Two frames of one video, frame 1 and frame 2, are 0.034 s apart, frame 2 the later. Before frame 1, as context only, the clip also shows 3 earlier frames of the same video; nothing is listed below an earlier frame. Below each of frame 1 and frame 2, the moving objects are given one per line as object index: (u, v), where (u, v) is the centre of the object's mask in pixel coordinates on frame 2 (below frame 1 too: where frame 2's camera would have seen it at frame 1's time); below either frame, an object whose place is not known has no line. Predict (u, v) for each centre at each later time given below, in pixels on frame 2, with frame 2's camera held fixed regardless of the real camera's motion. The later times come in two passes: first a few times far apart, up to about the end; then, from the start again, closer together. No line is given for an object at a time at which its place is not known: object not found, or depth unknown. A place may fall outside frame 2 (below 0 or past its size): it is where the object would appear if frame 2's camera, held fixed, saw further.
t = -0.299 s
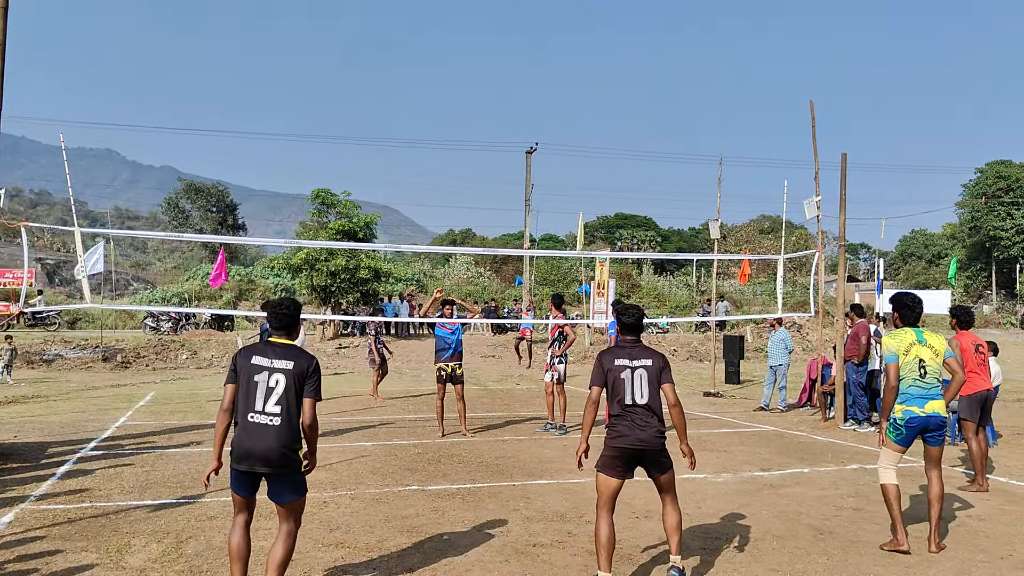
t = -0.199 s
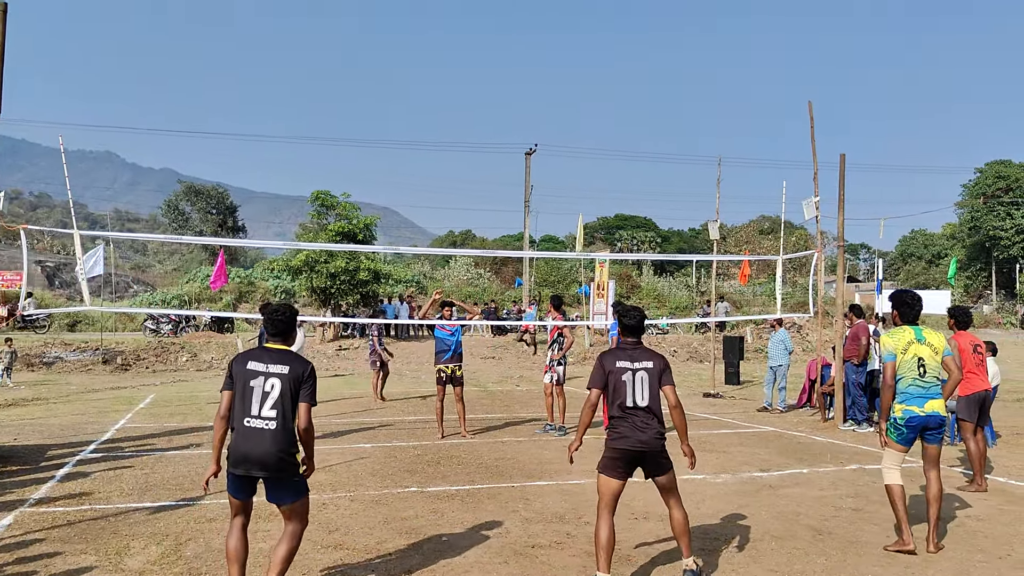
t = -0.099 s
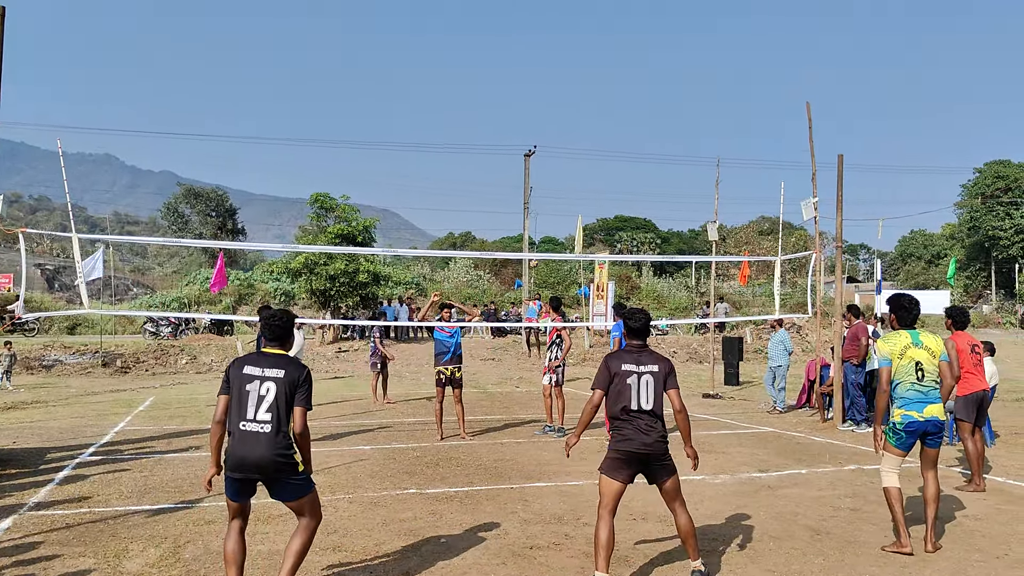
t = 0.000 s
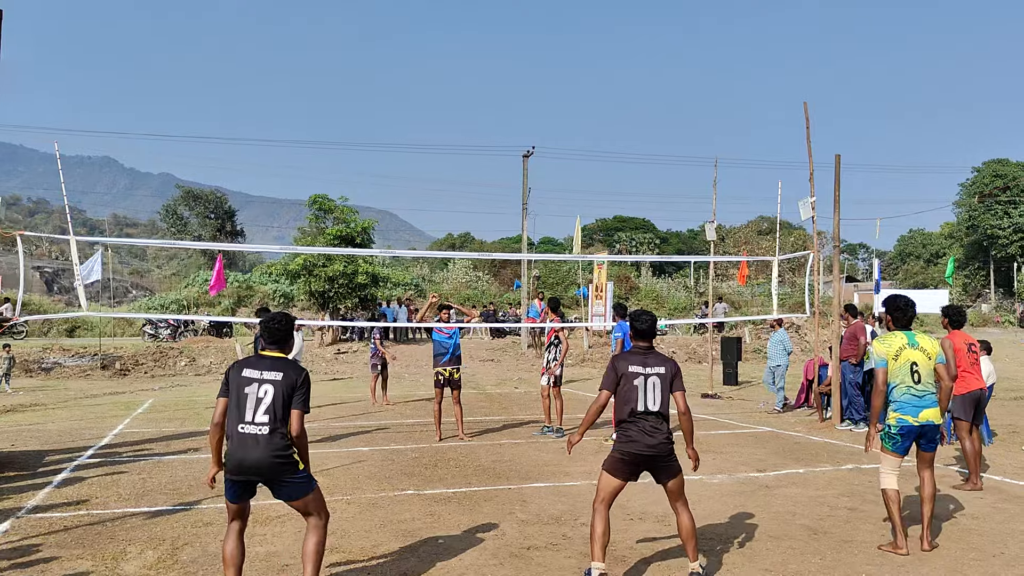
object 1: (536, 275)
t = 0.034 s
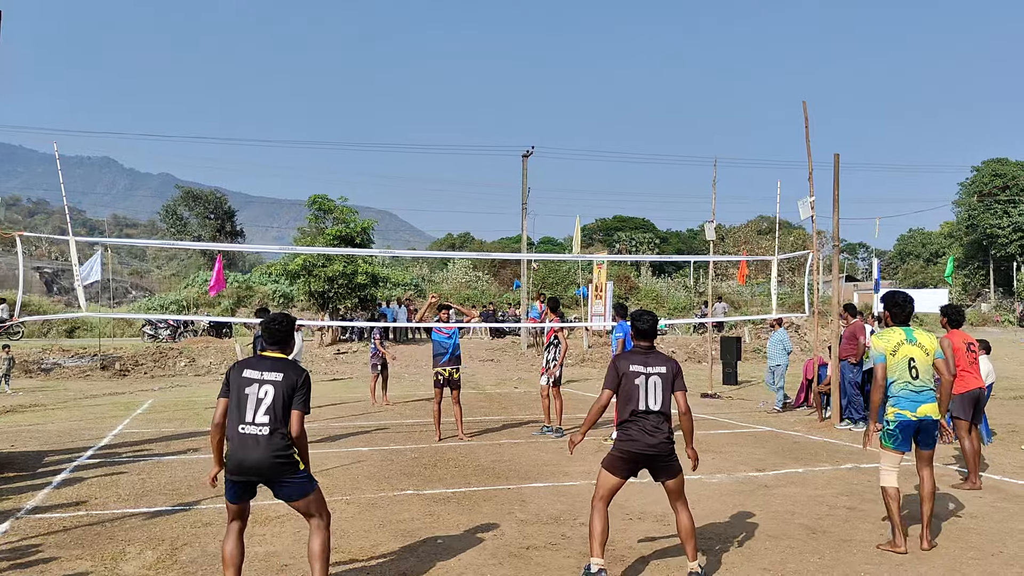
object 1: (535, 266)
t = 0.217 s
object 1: (529, 232)
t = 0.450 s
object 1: (510, 202)
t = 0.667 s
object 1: (479, 192)
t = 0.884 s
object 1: (420, 226)
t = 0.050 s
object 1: (534, 263)
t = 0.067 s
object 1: (533, 261)
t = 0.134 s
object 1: (532, 247)
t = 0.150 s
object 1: (531, 244)
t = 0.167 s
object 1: (531, 241)
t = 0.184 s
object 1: (531, 239)
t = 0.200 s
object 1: (530, 235)
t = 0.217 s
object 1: (529, 232)
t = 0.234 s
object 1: (529, 229)
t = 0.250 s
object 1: (527, 227)
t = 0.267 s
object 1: (526, 225)
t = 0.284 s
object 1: (525, 222)
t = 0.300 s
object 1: (524, 220)
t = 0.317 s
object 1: (523, 217)
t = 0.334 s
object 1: (521, 215)
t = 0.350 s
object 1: (520, 213)
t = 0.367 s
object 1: (519, 210)
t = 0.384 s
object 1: (517, 209)
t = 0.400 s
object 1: (515, 207)
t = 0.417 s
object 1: (513, 205)
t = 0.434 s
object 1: (512, 203)
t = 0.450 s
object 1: (510, 202)
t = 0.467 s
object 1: (509, 200)
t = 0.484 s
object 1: (507, 199)
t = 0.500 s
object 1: (504, 197)
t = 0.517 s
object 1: (502, 196)
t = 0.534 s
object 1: (500, 195)
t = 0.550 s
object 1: (498, 194)
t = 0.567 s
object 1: (495, 193)
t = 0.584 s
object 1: (493, 192)
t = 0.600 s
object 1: (490, 192)
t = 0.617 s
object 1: (487, 192)
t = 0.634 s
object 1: (485, 192)
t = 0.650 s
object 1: (481, 192)
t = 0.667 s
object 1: (479, 192)
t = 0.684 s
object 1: (476, 193)
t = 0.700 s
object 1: (472, 194)
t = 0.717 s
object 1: (468, 195)
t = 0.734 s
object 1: (465, 196)
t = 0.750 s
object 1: (461, 198)
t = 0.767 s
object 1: (457, 200)
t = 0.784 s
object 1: (452, 203)
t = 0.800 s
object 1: (448, 206)
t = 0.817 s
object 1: (443, 208)
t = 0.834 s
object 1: (438, 212)
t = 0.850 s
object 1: (432, 217)
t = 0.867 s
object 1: (426, 221)
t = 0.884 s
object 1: (420, 226)
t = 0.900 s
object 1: (413, 232)
